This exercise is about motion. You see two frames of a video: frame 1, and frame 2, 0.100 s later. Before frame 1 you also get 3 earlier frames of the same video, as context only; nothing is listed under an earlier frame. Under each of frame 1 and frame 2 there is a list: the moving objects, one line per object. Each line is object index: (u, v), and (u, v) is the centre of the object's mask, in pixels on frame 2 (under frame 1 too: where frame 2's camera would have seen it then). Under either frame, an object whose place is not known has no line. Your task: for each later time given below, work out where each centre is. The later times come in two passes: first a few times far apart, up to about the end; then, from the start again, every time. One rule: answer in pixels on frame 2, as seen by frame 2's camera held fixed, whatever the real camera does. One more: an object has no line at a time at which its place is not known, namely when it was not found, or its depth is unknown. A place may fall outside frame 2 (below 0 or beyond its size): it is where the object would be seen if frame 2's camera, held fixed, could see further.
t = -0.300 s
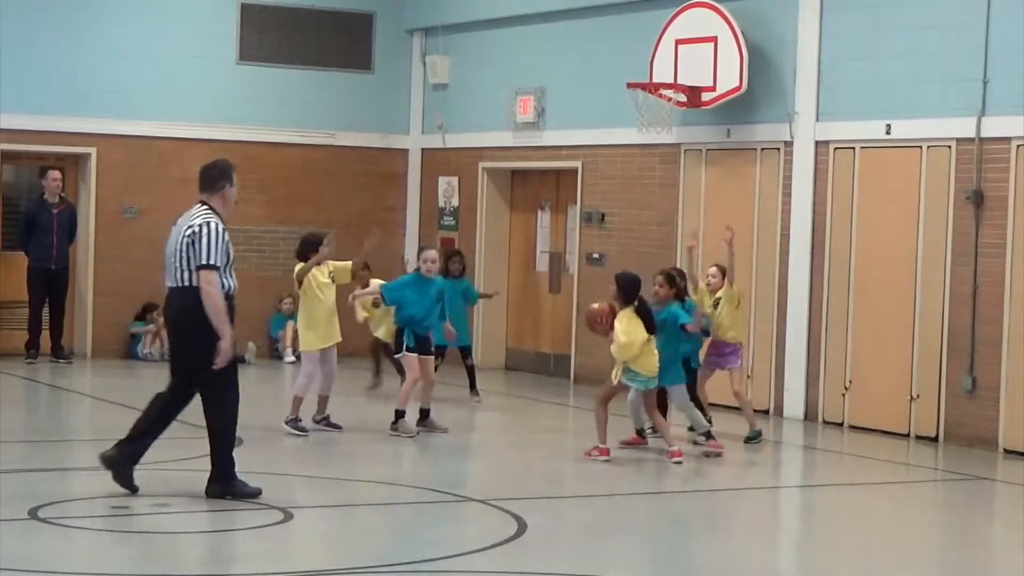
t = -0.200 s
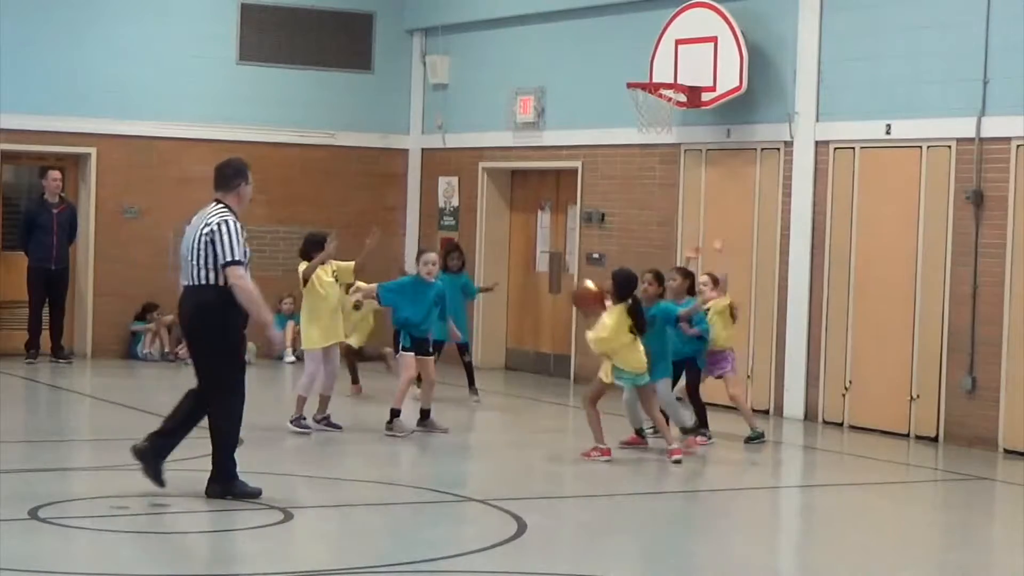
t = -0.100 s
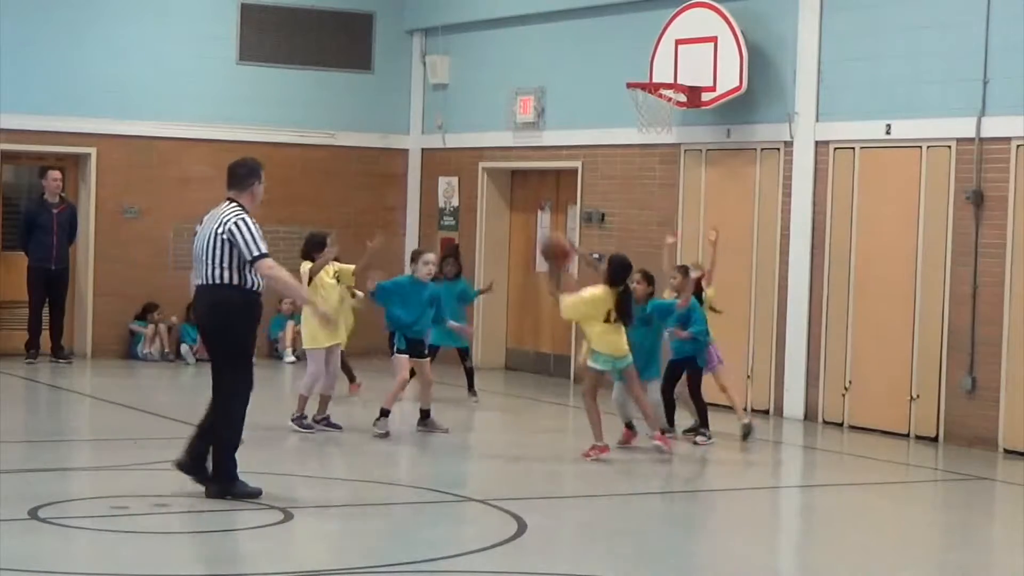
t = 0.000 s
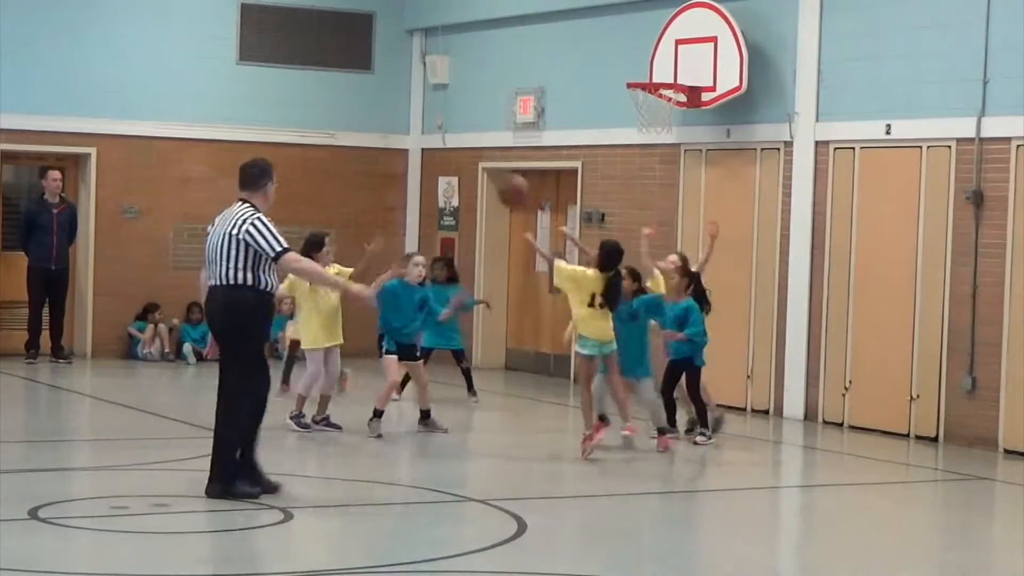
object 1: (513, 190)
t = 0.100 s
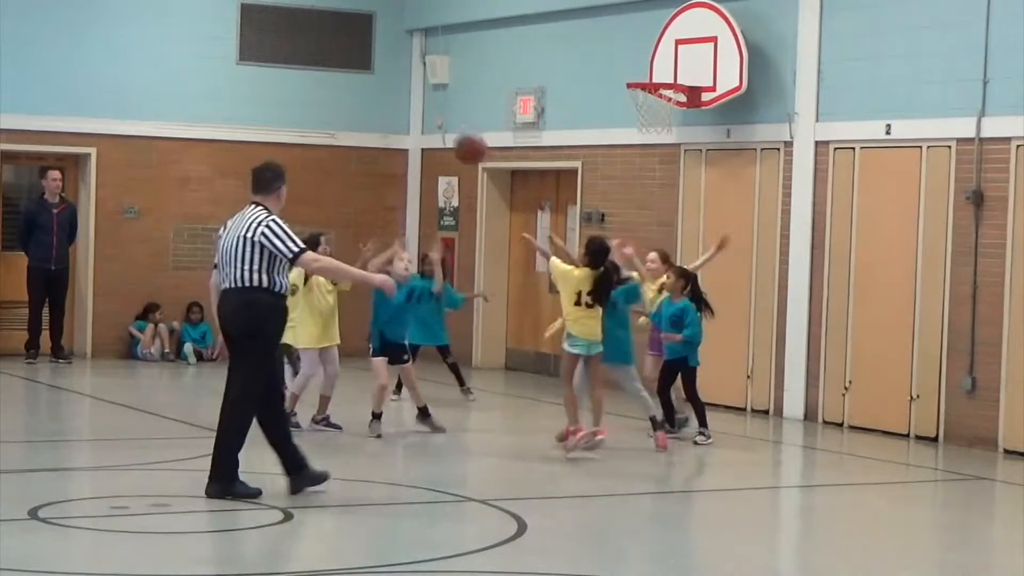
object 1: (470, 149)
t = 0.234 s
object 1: (412, 115)
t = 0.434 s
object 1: (324, 113)
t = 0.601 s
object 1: (254, 156)
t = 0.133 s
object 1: (454, 138)
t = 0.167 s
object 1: (440, 129)
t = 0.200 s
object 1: (426, 121)
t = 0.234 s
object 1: (412, 115)
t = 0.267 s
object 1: (395, 111)
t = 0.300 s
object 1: (382, 108)
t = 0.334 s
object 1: (368, 107)
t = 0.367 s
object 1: (354, 107)
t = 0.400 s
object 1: (339, 109)
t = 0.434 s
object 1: (324, 113)
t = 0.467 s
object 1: (311, 118)
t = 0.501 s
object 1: (297, 125)
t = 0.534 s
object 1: (282, 133)
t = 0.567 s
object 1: (267, 143)
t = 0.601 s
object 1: (254, 156)
